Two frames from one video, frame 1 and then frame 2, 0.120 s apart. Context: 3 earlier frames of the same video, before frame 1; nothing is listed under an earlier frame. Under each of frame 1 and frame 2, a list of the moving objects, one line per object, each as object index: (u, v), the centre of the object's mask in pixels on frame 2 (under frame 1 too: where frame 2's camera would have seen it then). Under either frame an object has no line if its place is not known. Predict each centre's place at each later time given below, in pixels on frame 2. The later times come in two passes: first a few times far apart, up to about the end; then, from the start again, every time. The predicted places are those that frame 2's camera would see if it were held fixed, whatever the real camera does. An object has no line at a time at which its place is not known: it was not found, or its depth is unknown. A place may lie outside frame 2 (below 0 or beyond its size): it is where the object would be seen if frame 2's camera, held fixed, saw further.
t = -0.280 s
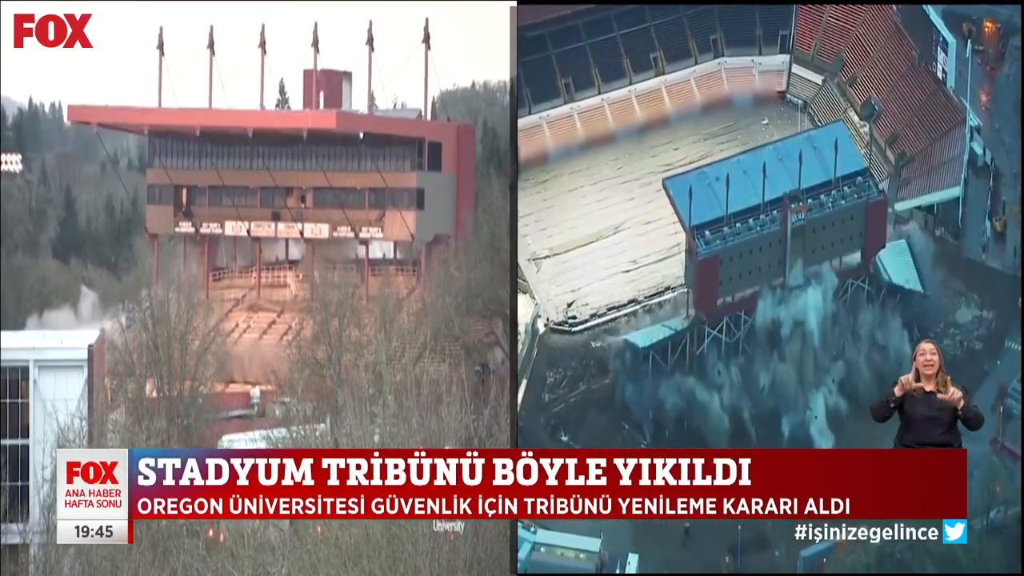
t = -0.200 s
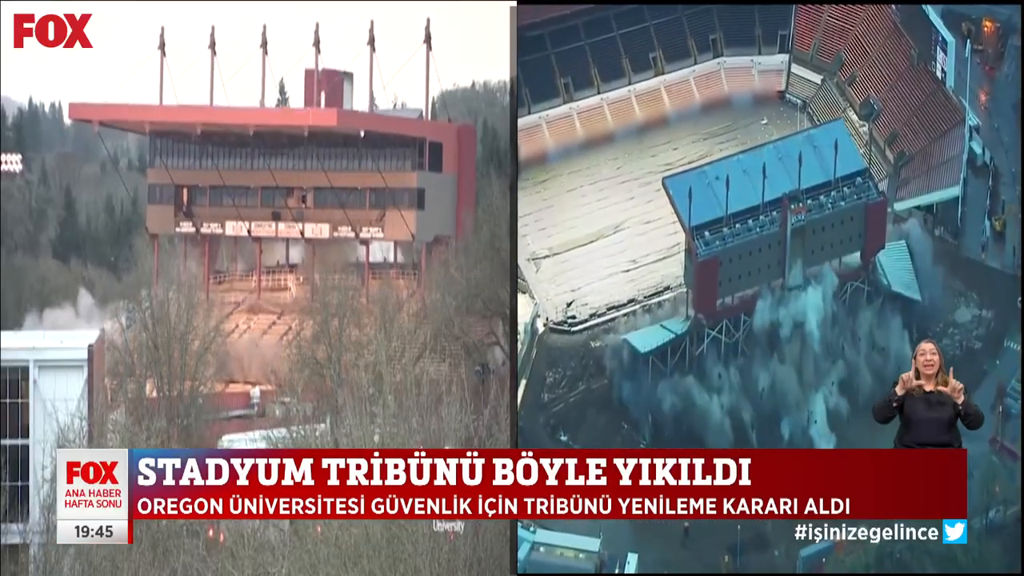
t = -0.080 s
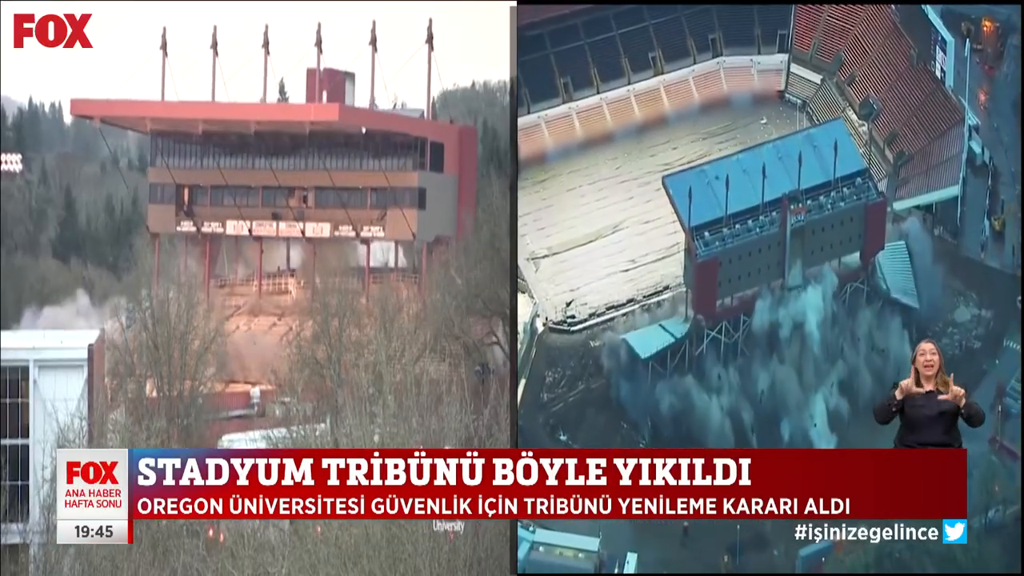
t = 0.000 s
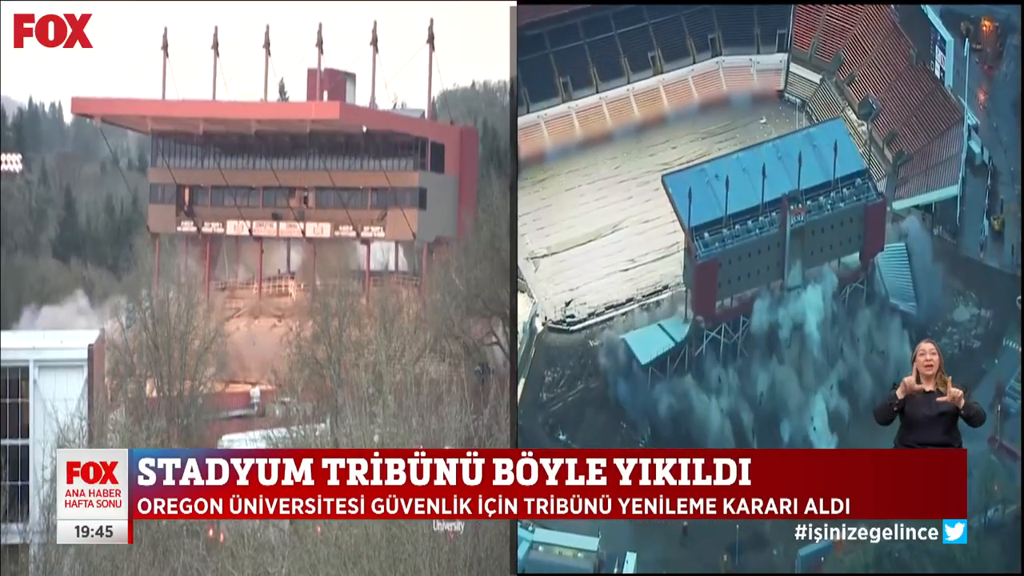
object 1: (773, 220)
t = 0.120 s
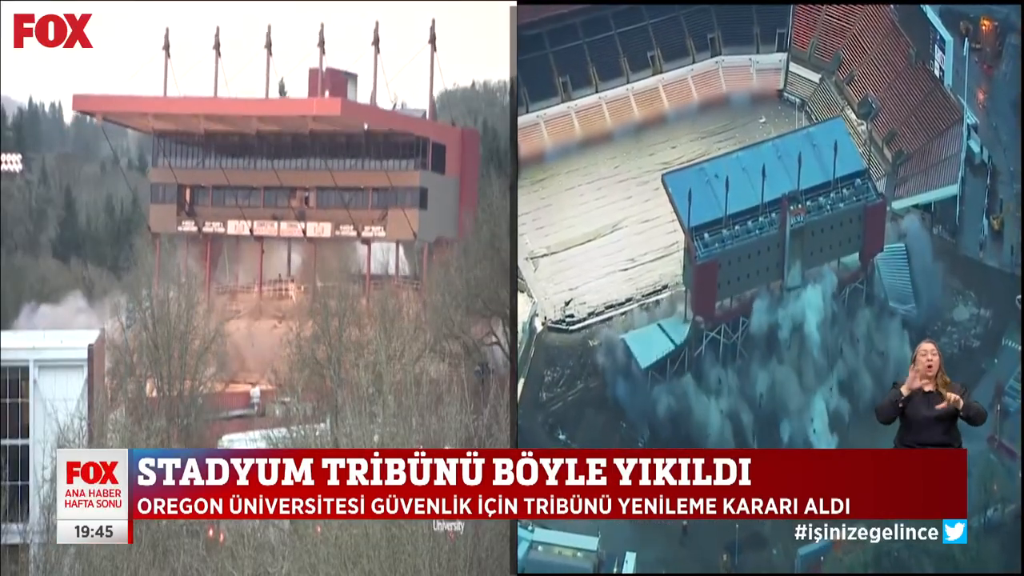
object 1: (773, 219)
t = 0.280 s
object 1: (772, 219)
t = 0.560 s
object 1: (771, 219)
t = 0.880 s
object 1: (768, 219)
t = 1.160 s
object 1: (768, 219)
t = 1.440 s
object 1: (767, 221)
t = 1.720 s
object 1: (767, 223)
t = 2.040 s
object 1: (768, 233)
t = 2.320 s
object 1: (769, 239)
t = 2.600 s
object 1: (771, 250)
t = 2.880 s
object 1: (775, 263)
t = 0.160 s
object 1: (772, 219)
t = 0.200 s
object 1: (772, 219)
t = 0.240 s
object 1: (772, 219)
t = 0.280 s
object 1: (772, 219)
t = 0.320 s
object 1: (772, 219)
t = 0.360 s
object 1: (772, 219)
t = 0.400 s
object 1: (772, 219)
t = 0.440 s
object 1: (772, 219)
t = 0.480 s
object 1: (772, 219)
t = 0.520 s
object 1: (771, 219)
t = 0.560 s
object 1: (771, 219)
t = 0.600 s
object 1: (771, 220)
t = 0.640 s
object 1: (770, 219)
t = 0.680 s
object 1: (769, 218)
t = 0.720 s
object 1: (769, 218)
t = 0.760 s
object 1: (769, 218)
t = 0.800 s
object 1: (769, 218)
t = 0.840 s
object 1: (768, 218)
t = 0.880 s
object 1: (768, 219)
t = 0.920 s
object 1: (768, 218)
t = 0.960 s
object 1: (768, 218)
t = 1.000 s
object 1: (768, 218)
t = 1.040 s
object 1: (768, 218)
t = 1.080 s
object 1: (768, 219)
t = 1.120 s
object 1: (768, 219)
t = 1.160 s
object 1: (768, 219)
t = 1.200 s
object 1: (768, 220)
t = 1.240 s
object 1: (768, 219)
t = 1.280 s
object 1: (768, 220)
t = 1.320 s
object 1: (767, 221)
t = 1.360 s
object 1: (767, 221)
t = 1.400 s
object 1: (767, 221)
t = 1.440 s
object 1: (767, 221)
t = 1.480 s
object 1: (768, 221)
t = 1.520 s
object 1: (768, 221)
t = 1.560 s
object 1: (767, 222)
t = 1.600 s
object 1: (767, 223)
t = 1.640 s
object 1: (767, 223)
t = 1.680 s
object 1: (767, 223)
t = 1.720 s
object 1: (767, 223)
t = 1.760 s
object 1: (768, 225)
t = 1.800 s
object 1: (768, 224)
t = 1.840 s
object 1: (767, 229)
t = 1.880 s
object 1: (767, 230)
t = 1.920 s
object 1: (767, 230)
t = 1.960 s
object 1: (768, 231)
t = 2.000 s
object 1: (768, 231)
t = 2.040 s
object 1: (768, 233)
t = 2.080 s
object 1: (768, 233)
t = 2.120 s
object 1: (768, 233)
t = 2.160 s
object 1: (769, 234)
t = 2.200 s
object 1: (769, 235)
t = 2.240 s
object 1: (769, 236)
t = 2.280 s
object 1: (769, 238)
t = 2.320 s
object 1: (769, 239)
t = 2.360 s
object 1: (769, 240)
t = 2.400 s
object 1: (769, 242)
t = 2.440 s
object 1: (769, 243)
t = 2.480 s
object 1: (769, 247)
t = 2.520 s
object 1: (769, 248)
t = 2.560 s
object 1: (770, 249)
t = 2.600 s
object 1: (771, 250)
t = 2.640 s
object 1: (771, 253)
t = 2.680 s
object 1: (772, 255)
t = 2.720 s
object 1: (772, 256)
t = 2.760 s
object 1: (772, 258)
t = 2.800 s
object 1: (774, 260)
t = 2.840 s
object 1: (775, 261)
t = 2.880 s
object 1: (775, 263)
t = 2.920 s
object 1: (775, 265)
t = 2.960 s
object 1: (775, 270)
